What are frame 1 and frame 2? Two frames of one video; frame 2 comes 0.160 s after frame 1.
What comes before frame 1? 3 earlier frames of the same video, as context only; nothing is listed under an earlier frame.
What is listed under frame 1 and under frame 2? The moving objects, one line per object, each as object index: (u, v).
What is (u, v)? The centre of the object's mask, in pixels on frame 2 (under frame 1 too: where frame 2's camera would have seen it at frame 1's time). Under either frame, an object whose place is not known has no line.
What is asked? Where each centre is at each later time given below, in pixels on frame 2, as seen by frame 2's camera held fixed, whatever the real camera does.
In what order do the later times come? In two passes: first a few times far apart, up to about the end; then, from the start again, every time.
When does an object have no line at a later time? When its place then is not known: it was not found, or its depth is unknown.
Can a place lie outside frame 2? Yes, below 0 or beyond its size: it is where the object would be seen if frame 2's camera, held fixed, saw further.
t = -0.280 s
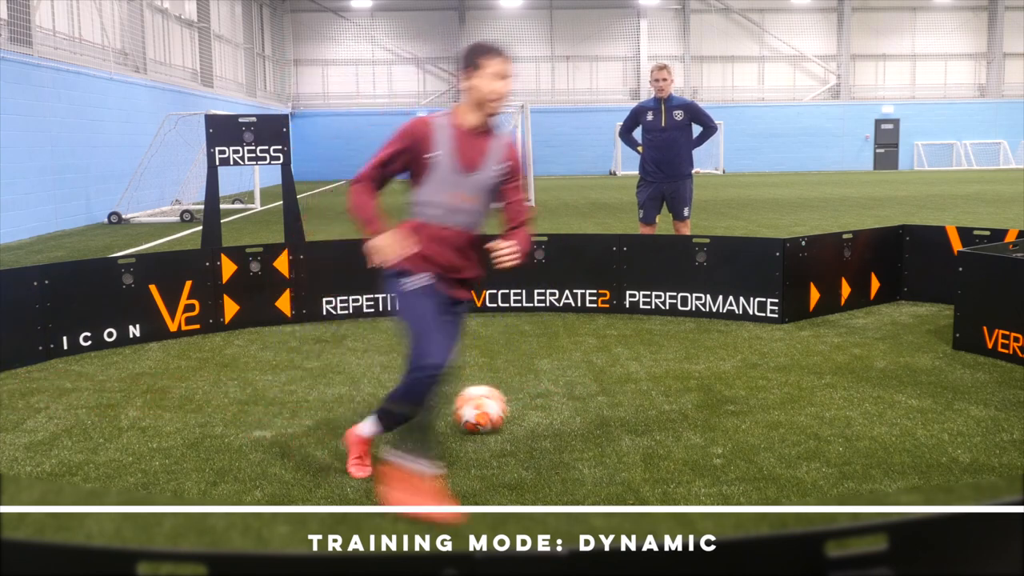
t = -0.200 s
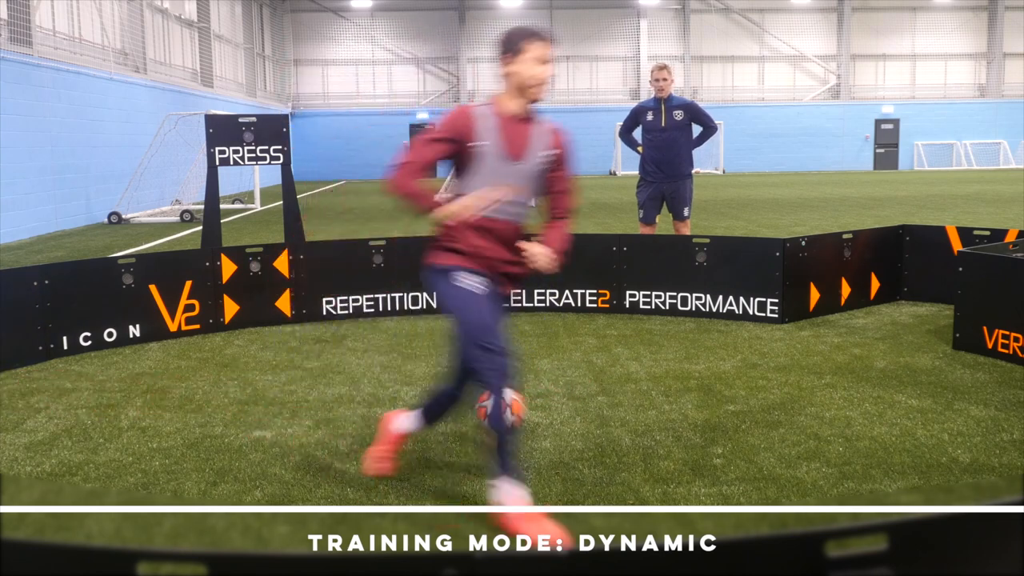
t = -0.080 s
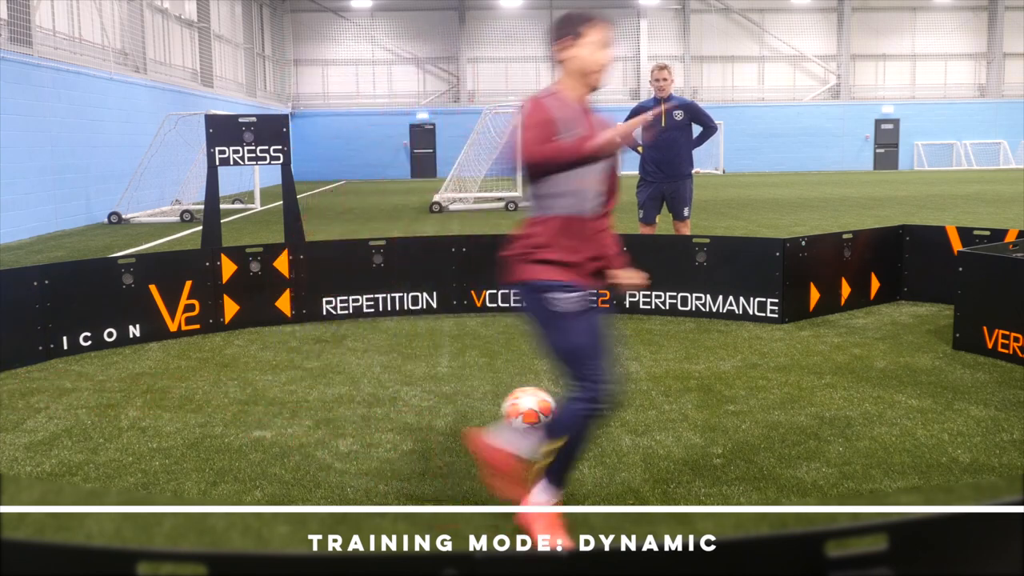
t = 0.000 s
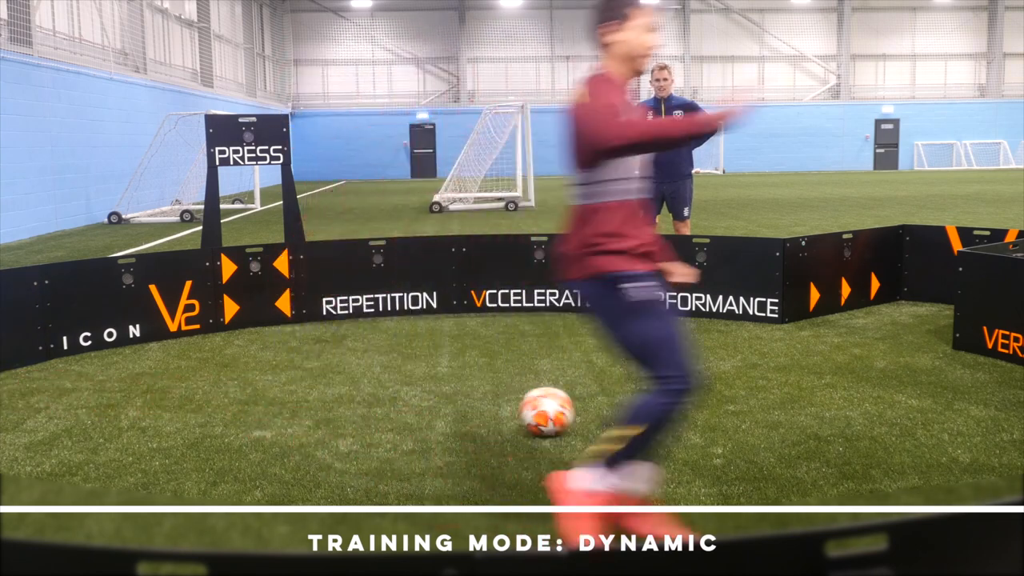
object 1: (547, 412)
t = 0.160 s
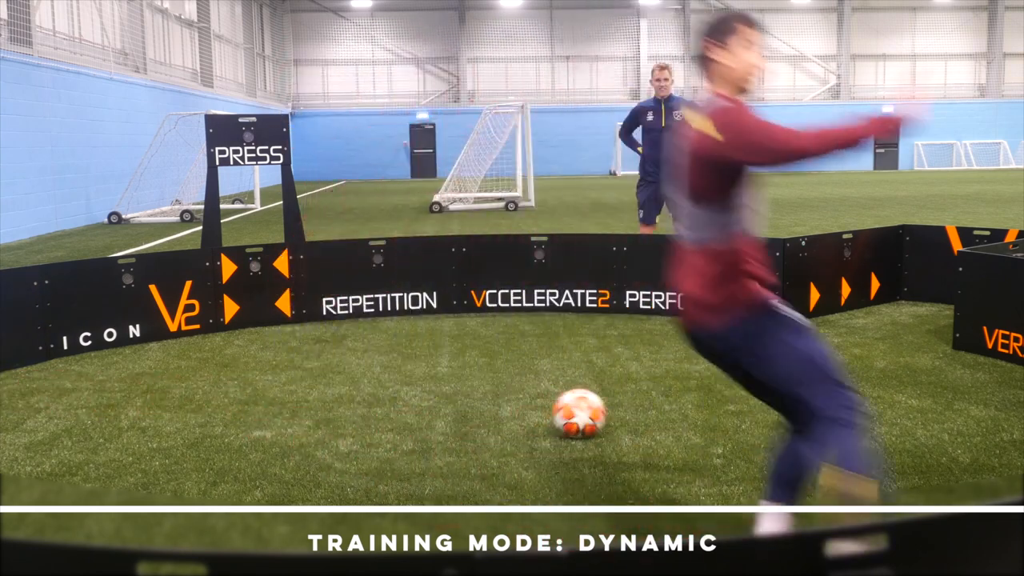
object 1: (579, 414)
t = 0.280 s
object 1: (600, 415)
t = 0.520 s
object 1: (633, 415)
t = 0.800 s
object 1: (662, 416)
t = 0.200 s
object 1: (587, 414)
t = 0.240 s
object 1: (593, 414)
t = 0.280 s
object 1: (600, 415)
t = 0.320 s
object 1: (606, 414)
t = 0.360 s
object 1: (613, 415)
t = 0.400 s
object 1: (618, 414)
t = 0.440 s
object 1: (623, 414)
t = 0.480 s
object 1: (628, 415)
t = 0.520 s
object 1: (633, 415)
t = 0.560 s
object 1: (638, 415)
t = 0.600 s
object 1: (642, 416)
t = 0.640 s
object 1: (647, 416)
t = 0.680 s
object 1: (651, 416)
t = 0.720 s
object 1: (654, 416)
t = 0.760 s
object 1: (658, 417)
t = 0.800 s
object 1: (662, 416)
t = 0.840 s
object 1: (665, 416)
